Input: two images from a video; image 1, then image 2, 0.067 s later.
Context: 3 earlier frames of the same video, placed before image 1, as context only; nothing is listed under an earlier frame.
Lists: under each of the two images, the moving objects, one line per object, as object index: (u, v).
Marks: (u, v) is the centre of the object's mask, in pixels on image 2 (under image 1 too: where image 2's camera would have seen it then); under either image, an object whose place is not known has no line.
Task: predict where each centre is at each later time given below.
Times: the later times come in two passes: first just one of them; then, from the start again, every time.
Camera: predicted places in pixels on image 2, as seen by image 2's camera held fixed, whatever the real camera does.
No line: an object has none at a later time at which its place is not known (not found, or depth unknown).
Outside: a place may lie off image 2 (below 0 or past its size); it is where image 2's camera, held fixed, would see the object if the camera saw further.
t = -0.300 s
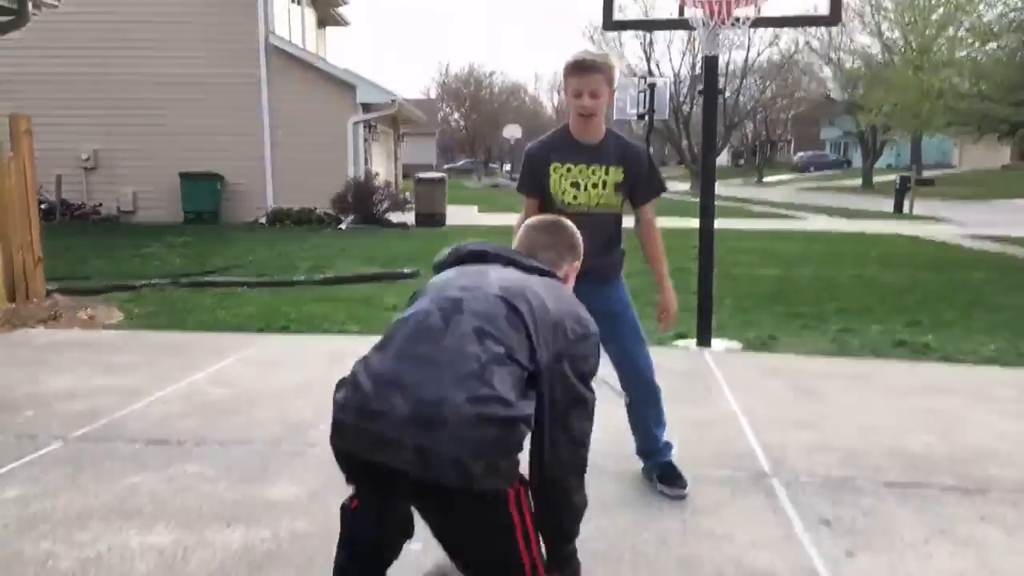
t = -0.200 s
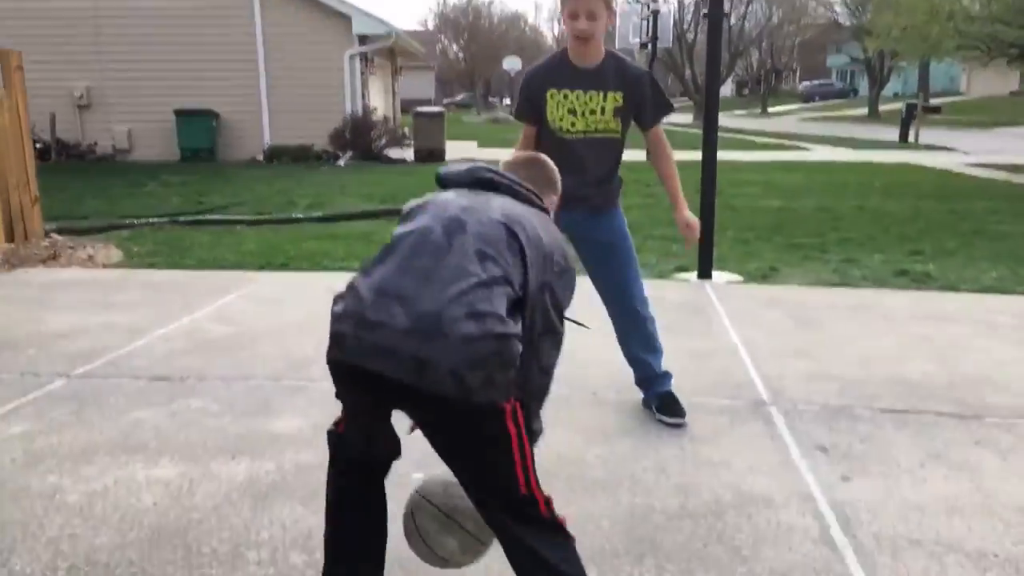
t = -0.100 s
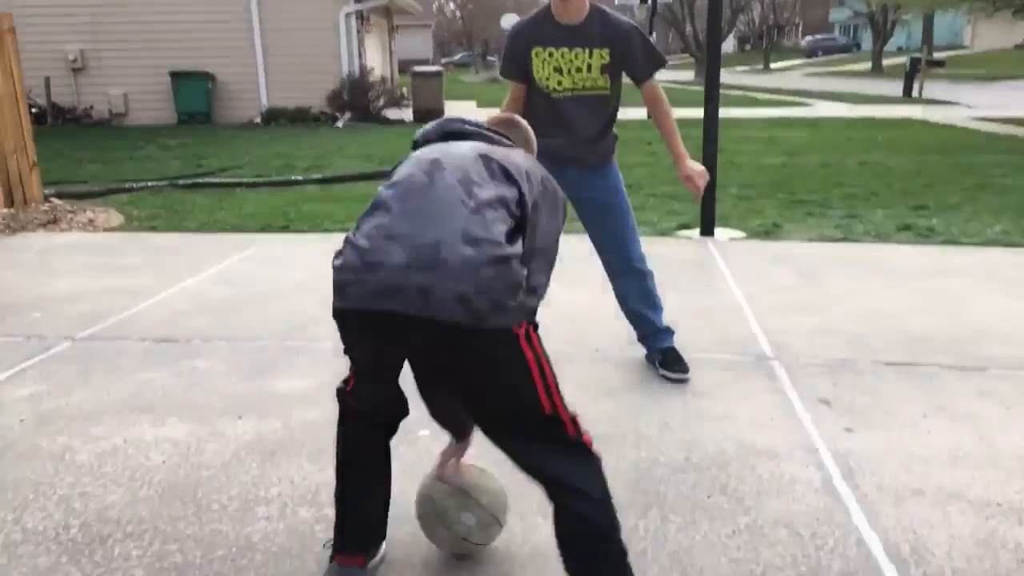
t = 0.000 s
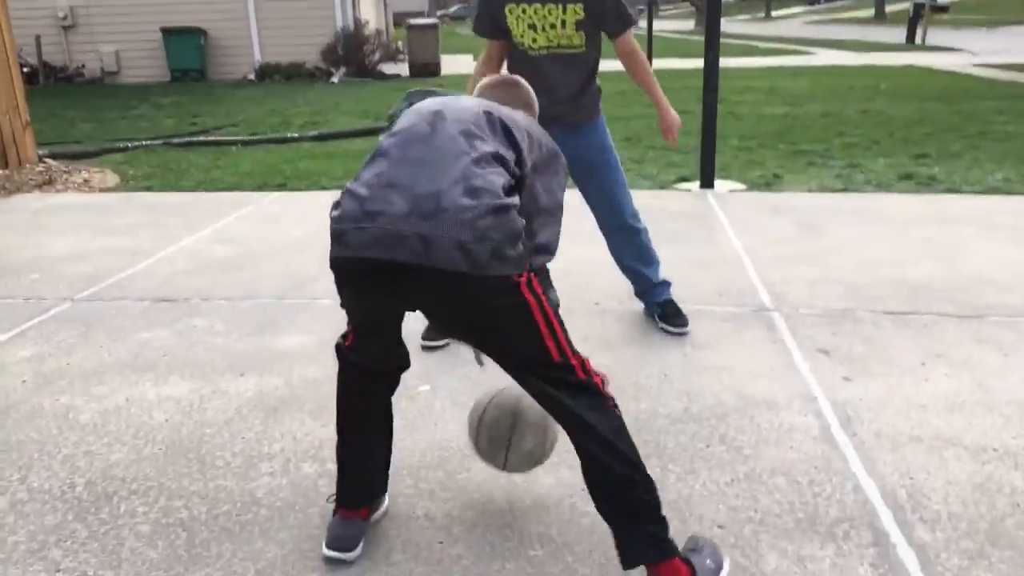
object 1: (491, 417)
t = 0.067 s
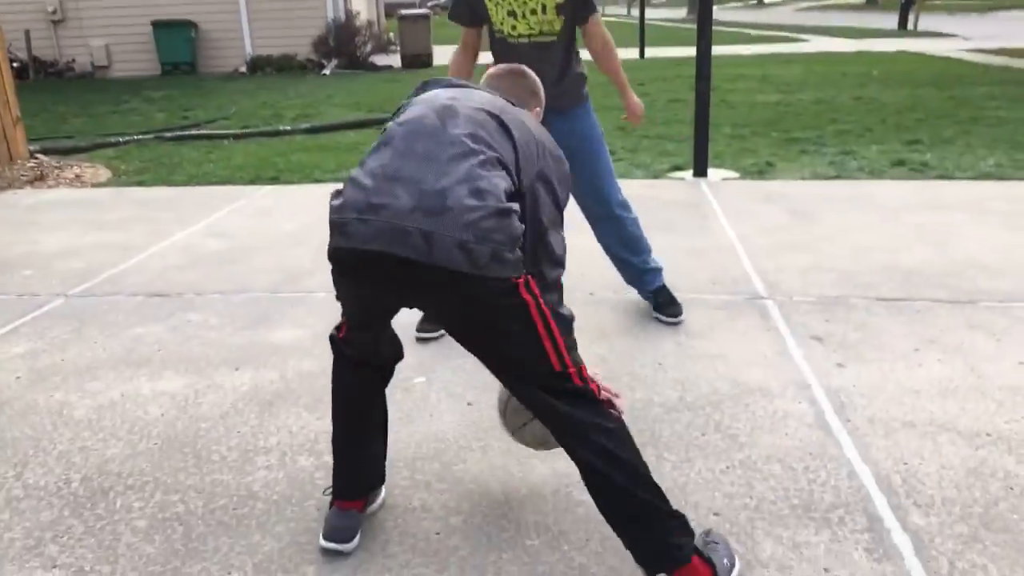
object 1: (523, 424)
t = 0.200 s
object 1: (527, 429)
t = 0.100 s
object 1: (528, 432)
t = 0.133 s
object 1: (530, 437)
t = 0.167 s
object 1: (532, 445)
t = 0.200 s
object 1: (527, 429)
